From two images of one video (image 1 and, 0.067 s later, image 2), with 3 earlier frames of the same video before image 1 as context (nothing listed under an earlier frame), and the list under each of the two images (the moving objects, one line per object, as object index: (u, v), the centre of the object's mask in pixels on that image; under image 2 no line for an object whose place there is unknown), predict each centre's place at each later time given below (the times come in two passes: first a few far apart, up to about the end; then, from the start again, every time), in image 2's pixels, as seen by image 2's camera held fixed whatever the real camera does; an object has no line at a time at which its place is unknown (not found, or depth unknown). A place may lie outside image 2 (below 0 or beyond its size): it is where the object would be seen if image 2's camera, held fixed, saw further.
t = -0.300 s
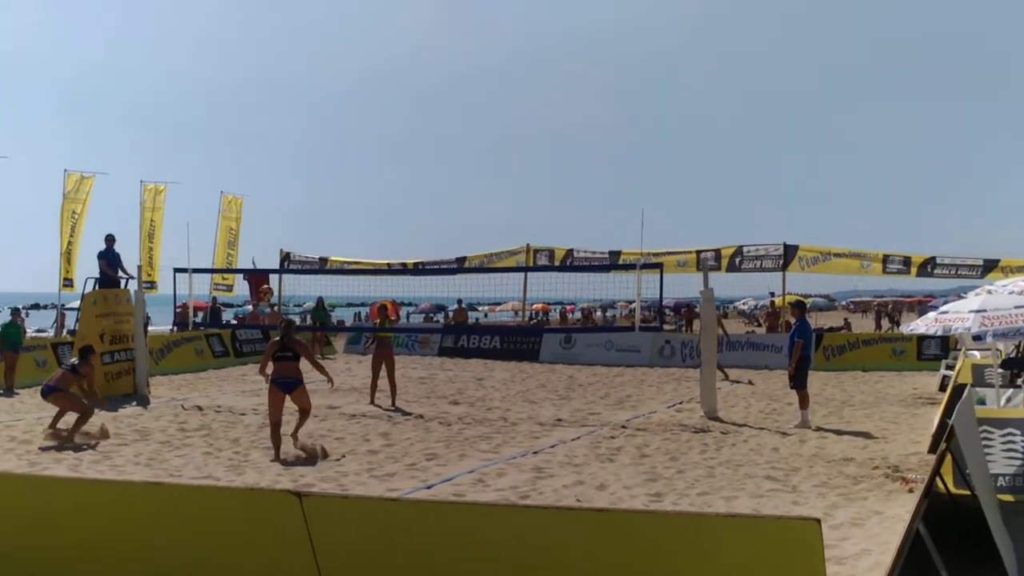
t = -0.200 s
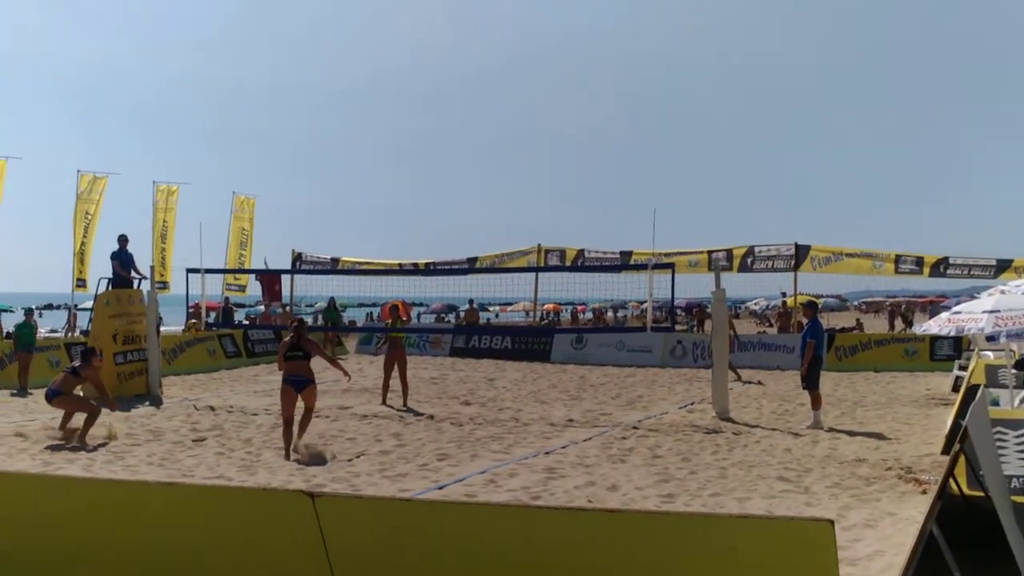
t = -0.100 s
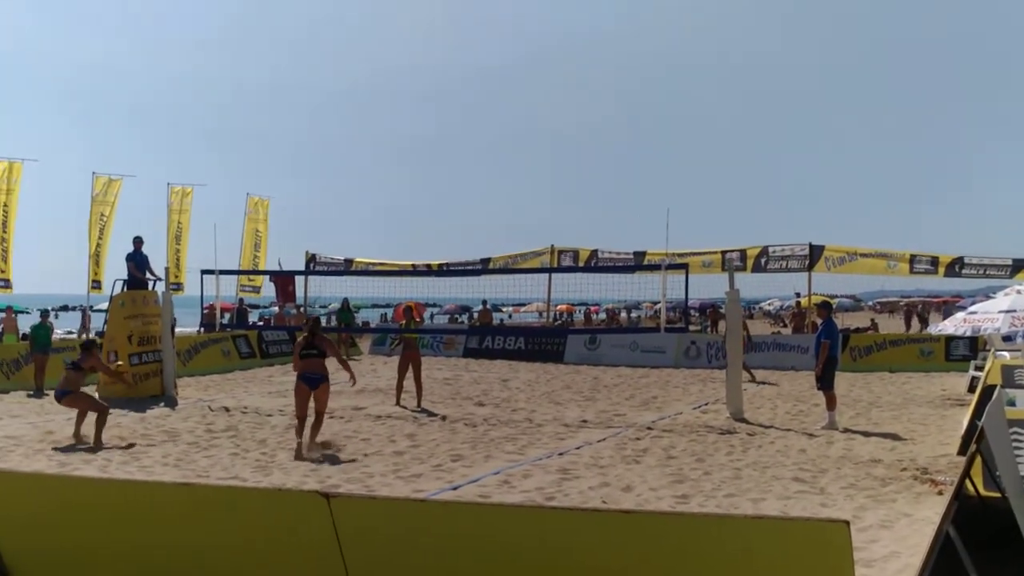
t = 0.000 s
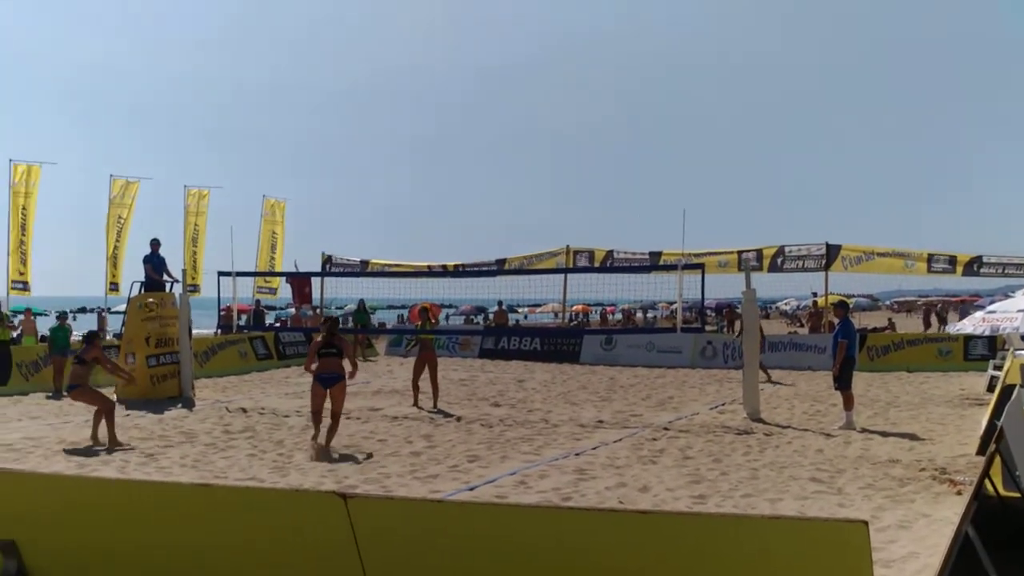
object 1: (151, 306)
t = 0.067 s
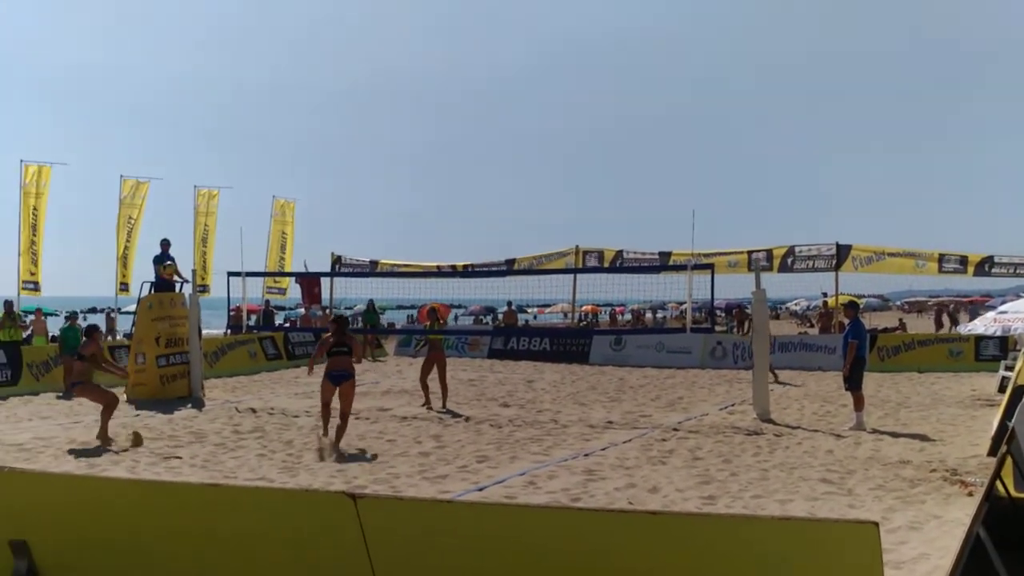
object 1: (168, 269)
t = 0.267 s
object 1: (193, 182)
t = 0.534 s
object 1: (222, 118)
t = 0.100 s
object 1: (173, 253)
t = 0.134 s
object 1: (178, 237)
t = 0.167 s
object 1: (182, 222)
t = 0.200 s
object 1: (186, 208)
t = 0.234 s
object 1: (189, 194)
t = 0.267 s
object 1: (193, 182)
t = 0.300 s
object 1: (197, 171)
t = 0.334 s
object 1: (200, 161)
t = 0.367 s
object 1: (204, 152)
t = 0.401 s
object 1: (208, 143)
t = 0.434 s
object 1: (211, 136)
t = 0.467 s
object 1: (214, 129)
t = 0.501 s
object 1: (218, 123)
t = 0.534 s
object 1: (222, 118)
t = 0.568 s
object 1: (225, 114)
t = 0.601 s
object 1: (228, 110)
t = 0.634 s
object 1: (231, 108)
